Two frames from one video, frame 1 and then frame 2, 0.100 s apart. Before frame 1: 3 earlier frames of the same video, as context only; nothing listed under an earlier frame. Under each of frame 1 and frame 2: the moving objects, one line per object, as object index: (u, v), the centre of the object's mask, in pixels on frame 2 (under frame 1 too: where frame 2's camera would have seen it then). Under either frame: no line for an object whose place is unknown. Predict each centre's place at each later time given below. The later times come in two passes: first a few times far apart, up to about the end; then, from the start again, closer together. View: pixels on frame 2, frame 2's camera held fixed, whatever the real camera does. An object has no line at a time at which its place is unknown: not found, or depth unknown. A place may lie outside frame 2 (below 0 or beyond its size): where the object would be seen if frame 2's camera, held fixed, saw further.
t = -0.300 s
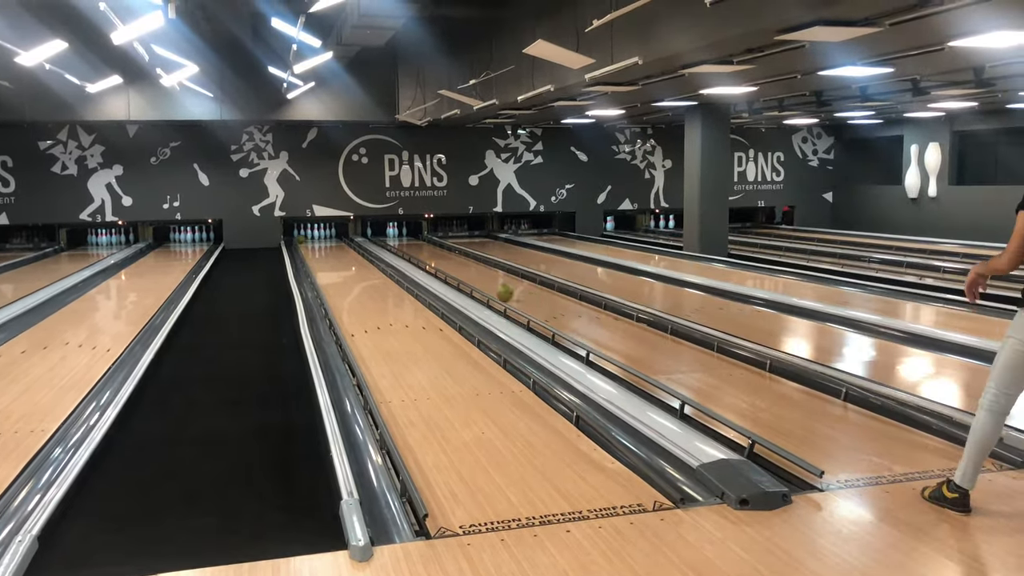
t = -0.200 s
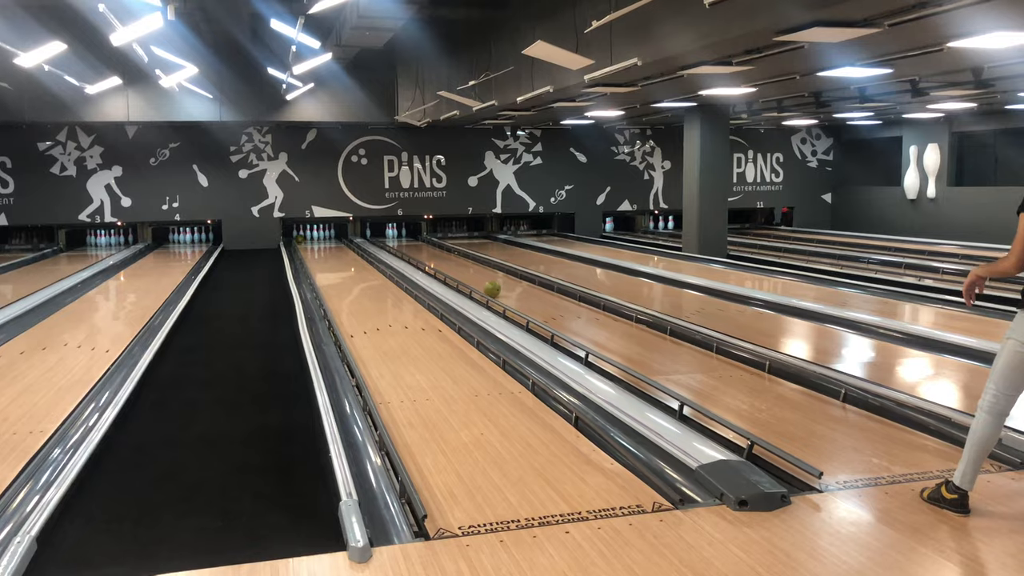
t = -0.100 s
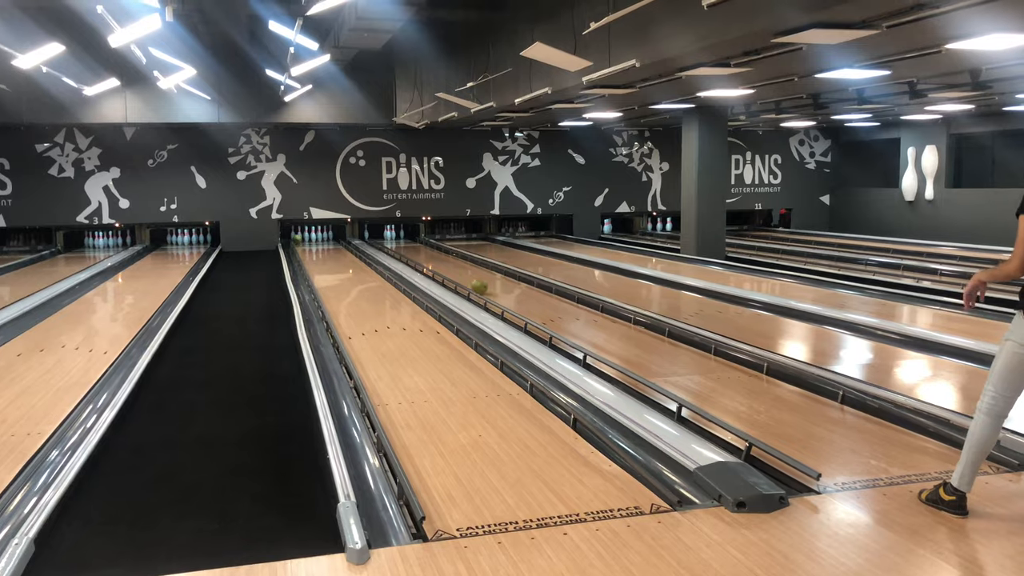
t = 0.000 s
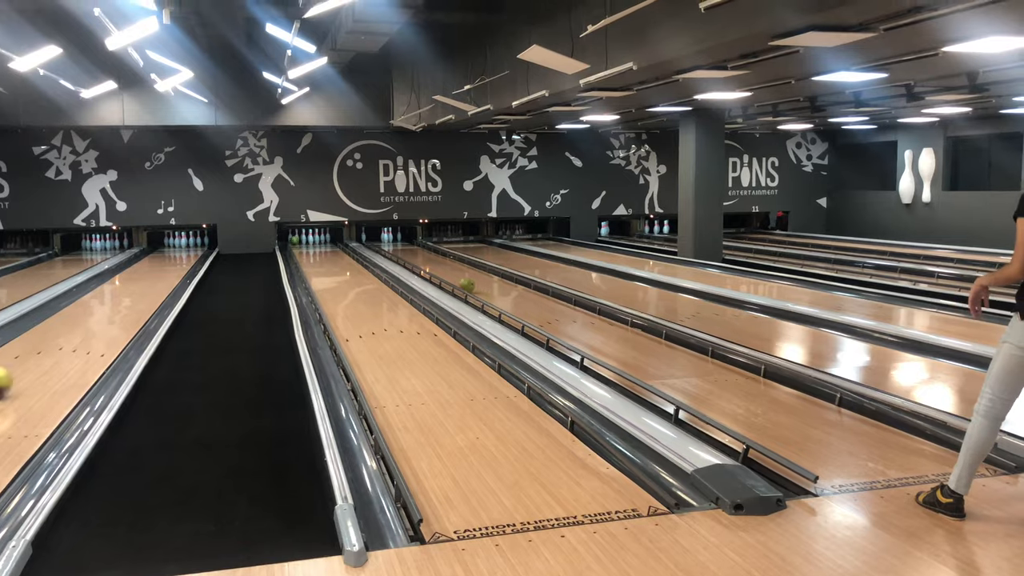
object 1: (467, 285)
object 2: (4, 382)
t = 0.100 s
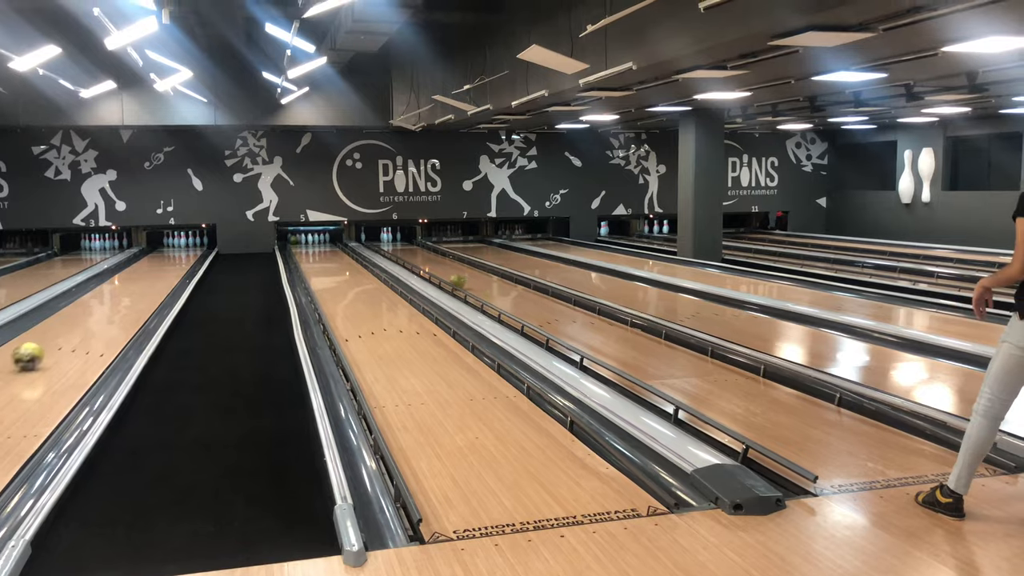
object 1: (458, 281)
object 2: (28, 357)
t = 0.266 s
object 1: (444, 275)
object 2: (67, 325)
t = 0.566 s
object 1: (435, 267)
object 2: (114, 291)
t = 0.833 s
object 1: (426, 263)
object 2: (137, 272)
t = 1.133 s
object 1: (416, 259)
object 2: (154, 260)
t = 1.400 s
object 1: (409, 255)
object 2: (166, 251)
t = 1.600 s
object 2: (173, 245)
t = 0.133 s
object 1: (454, 280)
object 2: (37, 350)
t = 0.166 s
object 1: (451, 278)
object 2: (46, 343)
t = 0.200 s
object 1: (448, 277)
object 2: (53, 336)
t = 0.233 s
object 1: (446, 276)
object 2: (61, 330)
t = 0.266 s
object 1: (444, 275)
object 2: (67, 325)
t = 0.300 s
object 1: (443, 274)
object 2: (73, 320)
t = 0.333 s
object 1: (442, 273)
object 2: (79, 316)
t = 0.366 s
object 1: (441, 272)
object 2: (85, 312)
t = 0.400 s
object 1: (439, 272)
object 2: (90, 308)
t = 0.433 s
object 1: (439, 270)
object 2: (95, 303)
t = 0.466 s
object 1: (438, 268)
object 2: (100, 299)
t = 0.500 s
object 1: (437, 267)
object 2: (105, 296)
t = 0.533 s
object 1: (436, 267)
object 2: (110, 293)
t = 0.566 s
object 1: (435, 267)
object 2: (114, 291)
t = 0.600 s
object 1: (434, 267)
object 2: (116, 288)
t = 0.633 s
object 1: (433, 266)
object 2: (120, 286)
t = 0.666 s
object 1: (432, 266)
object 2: (123, 283)
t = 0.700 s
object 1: (430, 265)
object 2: (126, 281)
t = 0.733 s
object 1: (429, 265)
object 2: (129, 279)
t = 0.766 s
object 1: (428, 264)
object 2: (132, 277)
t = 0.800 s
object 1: (427, 263)
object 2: (134, 275)
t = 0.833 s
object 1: (426, 263)
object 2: (137, 272)
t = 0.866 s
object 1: (425, 262)
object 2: (140, 271)
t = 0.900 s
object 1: (424, 262)
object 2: (141, 269)
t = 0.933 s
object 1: (422, 262)
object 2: (143, 268)
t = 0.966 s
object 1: (421, 262)
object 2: (144, 267)
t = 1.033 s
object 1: (419, 260)
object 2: (149, 264)
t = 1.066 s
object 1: (418, 260)
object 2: (151, 262)
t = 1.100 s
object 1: (417, 259)
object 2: (153, 261)
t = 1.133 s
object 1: (416, 259)
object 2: (154, 260)
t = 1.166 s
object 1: (415, 258)
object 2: (156, 259)
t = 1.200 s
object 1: (414, 257)
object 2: (158, 257)
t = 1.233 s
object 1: (414, 257)
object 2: (159, 256)
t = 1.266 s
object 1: (413, 256)
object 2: (160, 255)
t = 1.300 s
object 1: (412, 256)
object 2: (162, 254)
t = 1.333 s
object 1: (411, 256)
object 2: (163, 253)
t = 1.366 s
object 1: (411, 255)
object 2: (164, 252)
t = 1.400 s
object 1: (409, 255)
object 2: (166, 251)
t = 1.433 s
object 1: (409, 255)
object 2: (167, 250)
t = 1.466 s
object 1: (408, 254)
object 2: (169, 249)
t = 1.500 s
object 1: (407, 254)
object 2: (170, 248)
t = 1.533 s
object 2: (171, 248)
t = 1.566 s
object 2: (172, 247)
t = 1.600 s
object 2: (173, 245)
